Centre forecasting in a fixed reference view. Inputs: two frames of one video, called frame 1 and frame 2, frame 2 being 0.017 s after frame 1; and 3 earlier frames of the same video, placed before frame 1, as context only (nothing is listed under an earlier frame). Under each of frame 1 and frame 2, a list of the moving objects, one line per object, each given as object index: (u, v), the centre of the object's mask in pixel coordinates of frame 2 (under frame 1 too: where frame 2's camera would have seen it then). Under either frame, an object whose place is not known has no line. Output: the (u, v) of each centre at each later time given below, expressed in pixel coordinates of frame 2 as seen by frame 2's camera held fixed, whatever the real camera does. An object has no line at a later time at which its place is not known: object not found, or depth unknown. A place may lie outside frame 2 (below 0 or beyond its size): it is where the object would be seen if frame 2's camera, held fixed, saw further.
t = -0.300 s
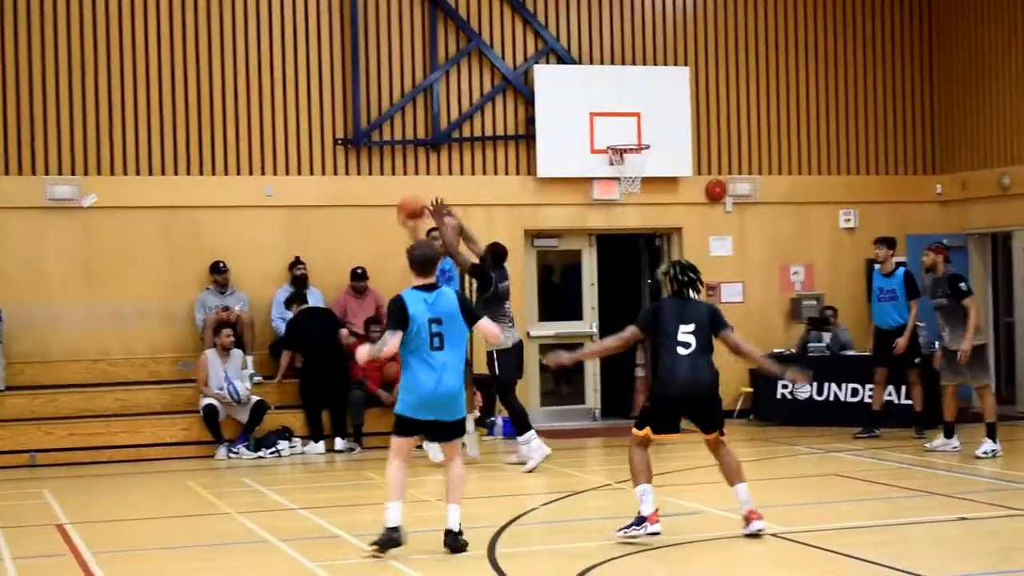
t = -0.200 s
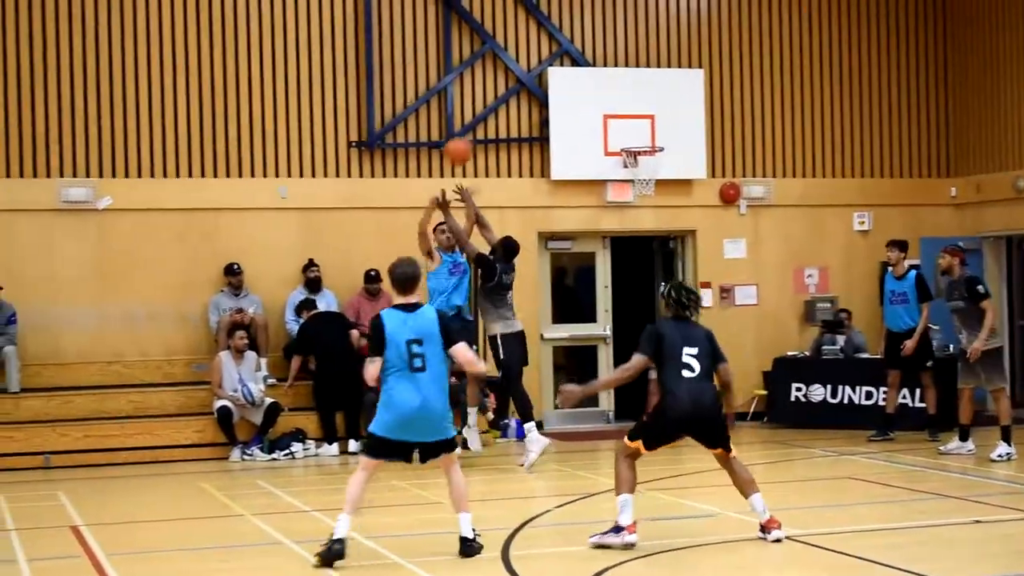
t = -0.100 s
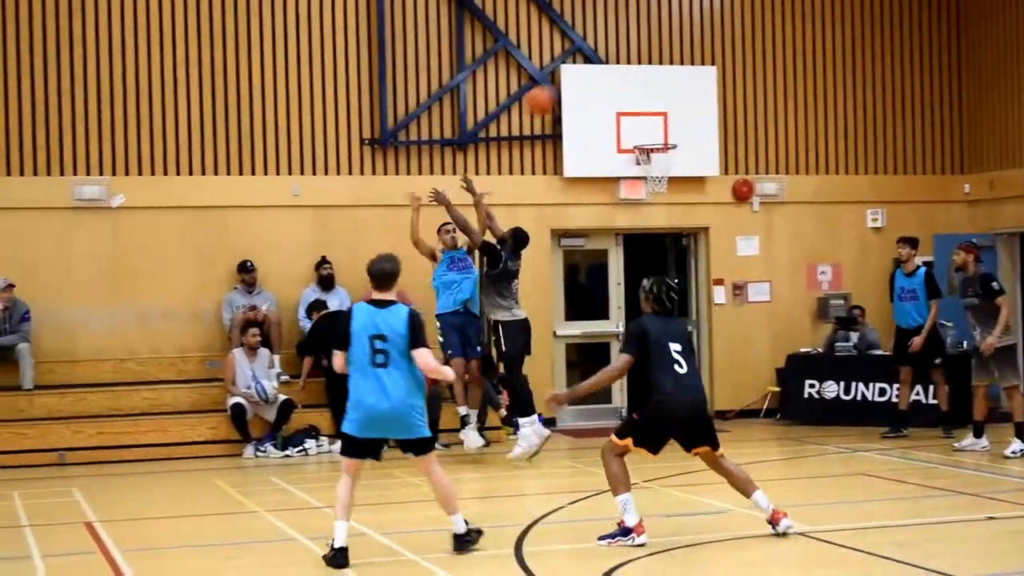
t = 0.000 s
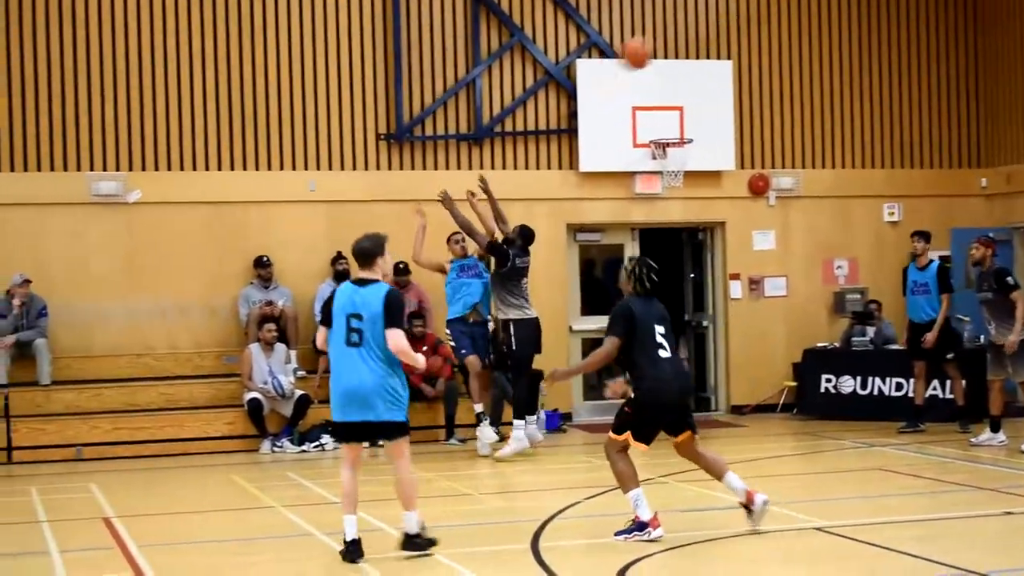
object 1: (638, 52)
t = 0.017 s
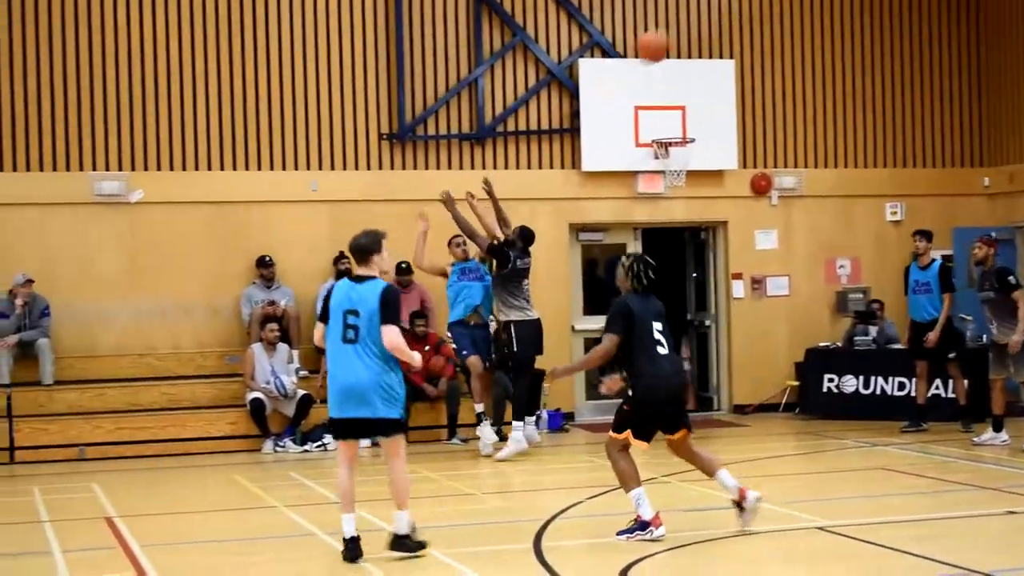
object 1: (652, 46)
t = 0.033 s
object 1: (668, 40)
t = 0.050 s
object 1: (682, 34)
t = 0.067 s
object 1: (698, 28)
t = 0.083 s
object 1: (714, 22)
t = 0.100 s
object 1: (732, 16)
